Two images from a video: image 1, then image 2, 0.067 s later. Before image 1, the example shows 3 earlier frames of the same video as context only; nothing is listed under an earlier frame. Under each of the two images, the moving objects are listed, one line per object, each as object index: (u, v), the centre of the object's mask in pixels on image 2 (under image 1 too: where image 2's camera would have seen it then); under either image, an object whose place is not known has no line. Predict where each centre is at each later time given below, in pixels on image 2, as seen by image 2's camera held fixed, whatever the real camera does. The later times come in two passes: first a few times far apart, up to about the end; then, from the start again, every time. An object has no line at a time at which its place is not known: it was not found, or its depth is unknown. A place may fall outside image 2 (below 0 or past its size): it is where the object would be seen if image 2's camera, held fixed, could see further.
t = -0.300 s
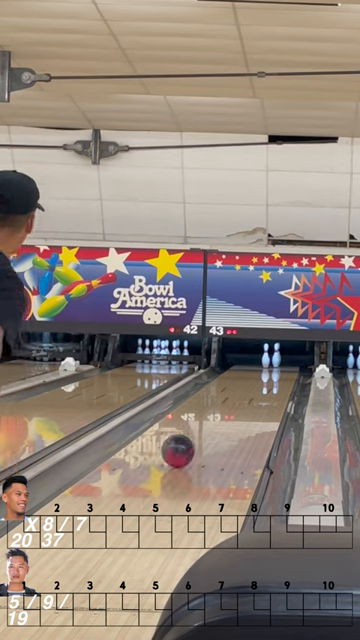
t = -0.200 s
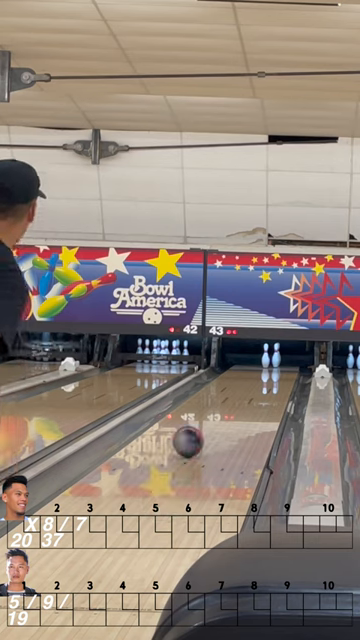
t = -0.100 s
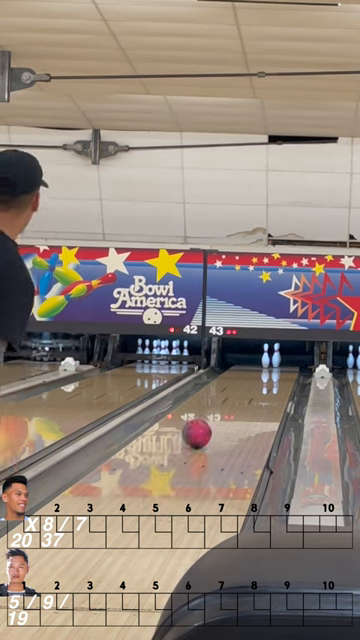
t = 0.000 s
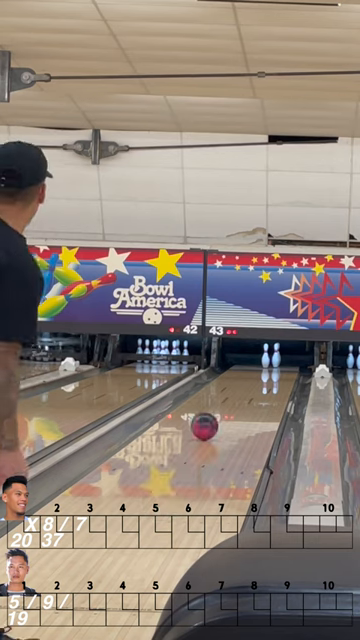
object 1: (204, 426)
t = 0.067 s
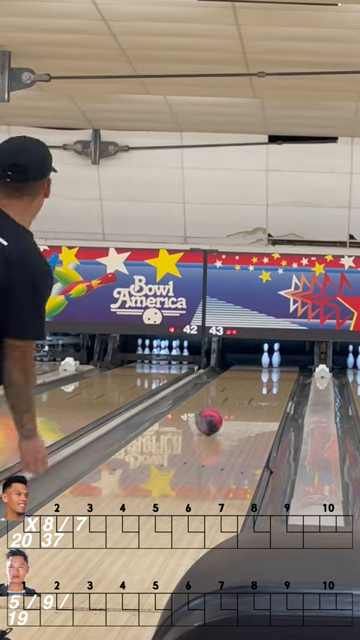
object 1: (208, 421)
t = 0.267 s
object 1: (220, 409)
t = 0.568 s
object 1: (232, 396)
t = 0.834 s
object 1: (240, 387)
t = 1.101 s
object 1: (245, 379)
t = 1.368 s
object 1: (247, 372)
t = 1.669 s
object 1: (247, 365)
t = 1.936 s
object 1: (247, 362)
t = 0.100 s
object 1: (211, 419)
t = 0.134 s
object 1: (212, 418)
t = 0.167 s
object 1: (215, 415)
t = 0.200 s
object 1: (216, 413)
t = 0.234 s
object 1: (218, 411)
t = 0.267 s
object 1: (220, 409)
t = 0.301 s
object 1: (222, 408)
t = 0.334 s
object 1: (223, 406)
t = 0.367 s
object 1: (225, 404)
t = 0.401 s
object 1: (226, 403)
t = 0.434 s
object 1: (227, 402)
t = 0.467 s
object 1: (229, 399)
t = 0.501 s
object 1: (230, 398)
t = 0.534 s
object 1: (231, 397)
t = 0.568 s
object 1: (232, 396)
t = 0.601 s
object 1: (234, 394)
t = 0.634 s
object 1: (234, 393)
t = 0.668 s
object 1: (235, 392)
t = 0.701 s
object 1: (237, 391)
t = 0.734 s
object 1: (238, 389)
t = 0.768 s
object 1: (239, 388)
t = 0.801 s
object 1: (239, 388)
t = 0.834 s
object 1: (240, 387)
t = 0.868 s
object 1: (241, 385)
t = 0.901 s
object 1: (242, 384)
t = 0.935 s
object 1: (242, 383)
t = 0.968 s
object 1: (243, 382)
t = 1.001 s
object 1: (244, 382)
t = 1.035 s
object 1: (244, 380)
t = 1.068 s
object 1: (244, 379)
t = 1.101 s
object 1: (245, 379)
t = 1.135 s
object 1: (245, 377)
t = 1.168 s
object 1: (246, 377)
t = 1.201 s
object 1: (245, 376)
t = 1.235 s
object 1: (247, 375)
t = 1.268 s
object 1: (247, 374)
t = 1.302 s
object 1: (246, 373)
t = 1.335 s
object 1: (246, 373)
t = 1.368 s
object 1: (247, 372)
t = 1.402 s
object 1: (246, 371)
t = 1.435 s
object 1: (247, 370)
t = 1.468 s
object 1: (247, 370)
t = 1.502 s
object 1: (247, 369)
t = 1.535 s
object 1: (246, 368)
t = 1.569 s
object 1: (247, 368)
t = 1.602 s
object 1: (247, 367)
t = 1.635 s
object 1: (246, 366)
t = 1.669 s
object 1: (247, 365)
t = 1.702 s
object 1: (247, 365)
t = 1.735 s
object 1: (247, 364)
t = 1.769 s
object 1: (247, 363)
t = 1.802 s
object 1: (247, 364)
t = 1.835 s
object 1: (247, 363)
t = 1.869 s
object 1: (247, 361)
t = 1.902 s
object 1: (247, 362)
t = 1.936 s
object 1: (247, 362)
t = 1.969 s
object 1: (247, 360)
